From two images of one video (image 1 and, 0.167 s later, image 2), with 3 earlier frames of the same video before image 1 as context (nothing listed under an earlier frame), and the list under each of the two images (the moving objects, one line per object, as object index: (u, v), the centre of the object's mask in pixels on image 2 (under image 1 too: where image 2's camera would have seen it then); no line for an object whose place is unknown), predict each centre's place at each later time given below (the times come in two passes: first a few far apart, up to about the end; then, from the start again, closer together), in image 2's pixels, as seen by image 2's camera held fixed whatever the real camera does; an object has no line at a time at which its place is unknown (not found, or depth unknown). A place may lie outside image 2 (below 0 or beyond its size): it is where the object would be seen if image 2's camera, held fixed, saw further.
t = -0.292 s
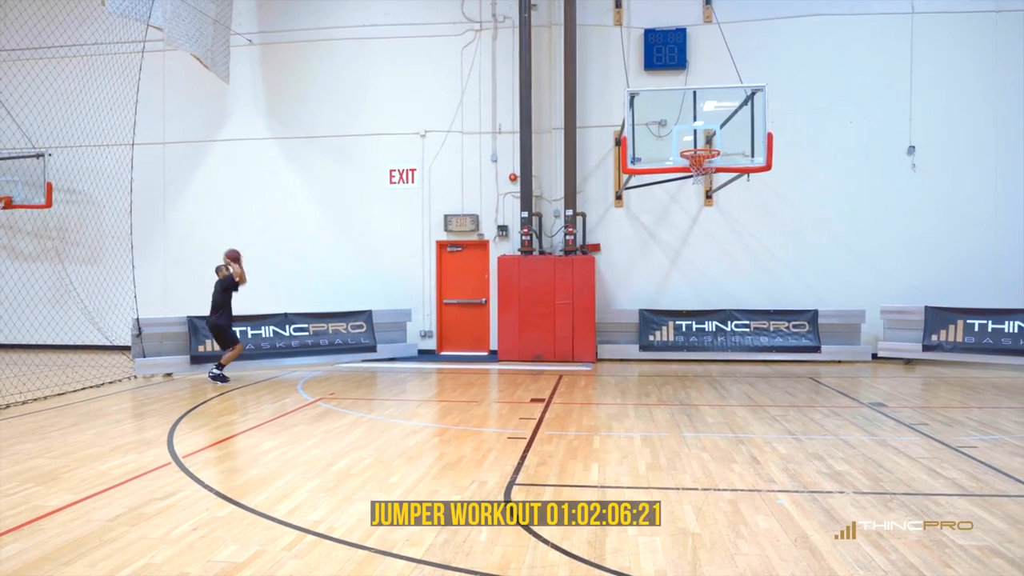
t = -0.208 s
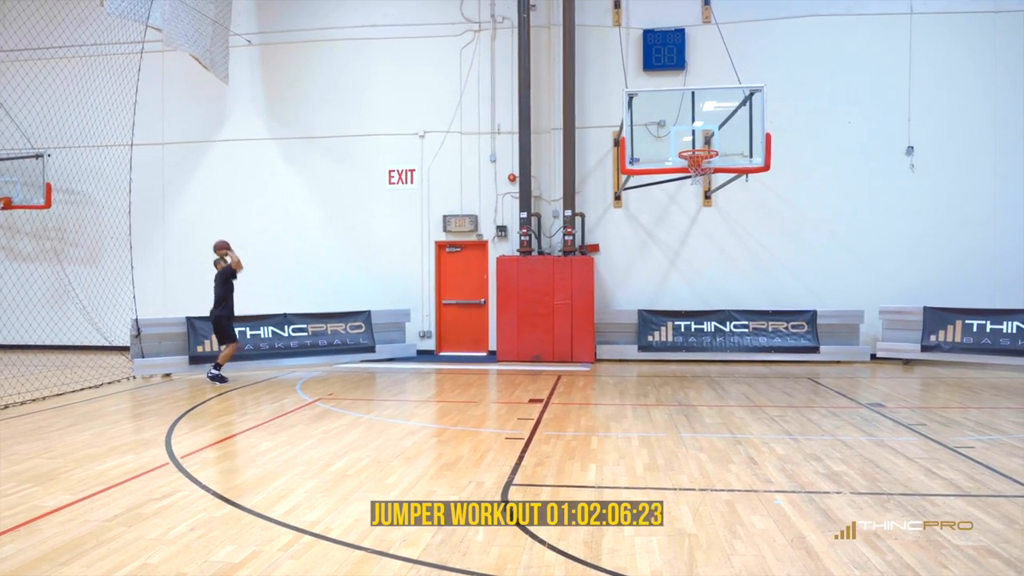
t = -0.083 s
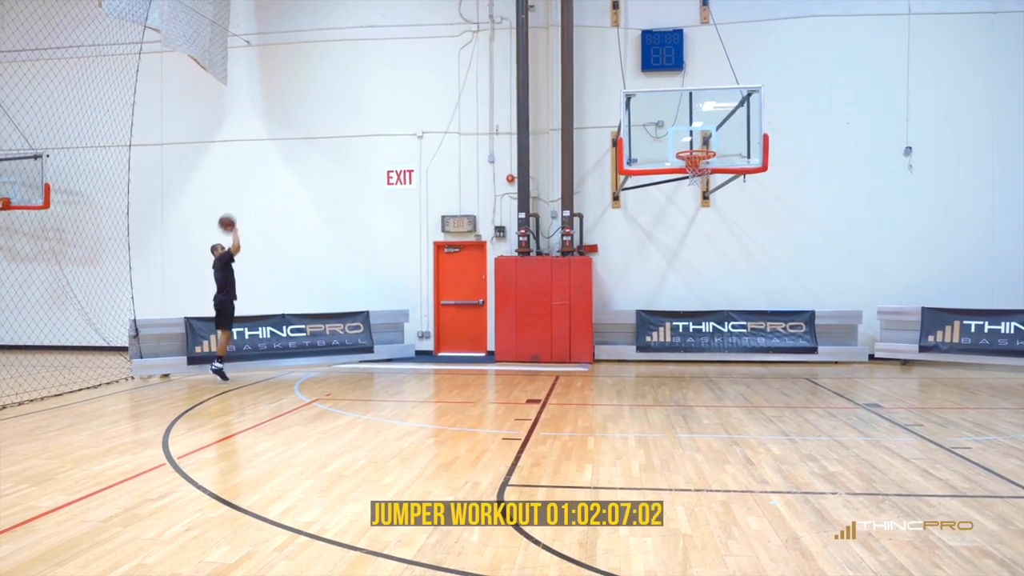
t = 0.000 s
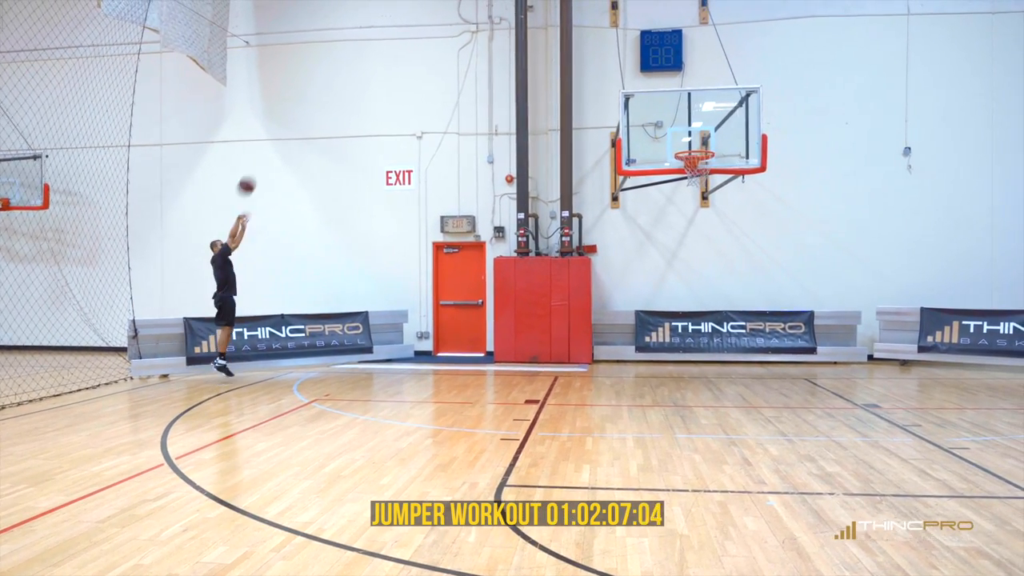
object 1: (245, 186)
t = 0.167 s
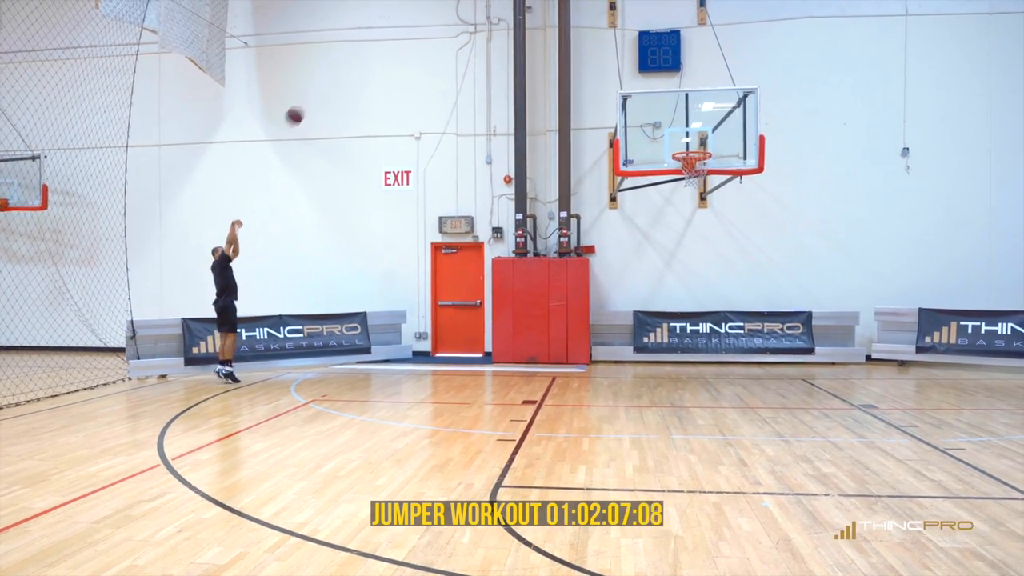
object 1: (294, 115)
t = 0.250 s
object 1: (320, 87)
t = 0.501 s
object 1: (398, 25)
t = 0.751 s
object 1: (479, 6)
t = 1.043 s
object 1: (579, 41)
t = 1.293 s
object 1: (670, 125)
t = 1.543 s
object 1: (701, 184)
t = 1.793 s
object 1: (690, 243)
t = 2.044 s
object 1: (683, 352)
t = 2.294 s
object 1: (654, 321)
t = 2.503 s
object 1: (625, 279)
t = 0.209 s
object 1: (307, 101)
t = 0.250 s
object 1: (320, 87)
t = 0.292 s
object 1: (333, 73)
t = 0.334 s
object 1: (345, 61)
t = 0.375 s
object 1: (358, 51)
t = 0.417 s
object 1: (371, 41)
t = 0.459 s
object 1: (384, 33)
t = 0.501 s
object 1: (398, 25)
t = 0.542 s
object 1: (411, 19)
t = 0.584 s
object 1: (425, 14)
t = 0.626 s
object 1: (438, 10)
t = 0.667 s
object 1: (452, 7)
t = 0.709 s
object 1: (465, 6)
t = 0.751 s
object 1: (479, 6)
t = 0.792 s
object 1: (492, 7)
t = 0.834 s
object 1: (506, 9)
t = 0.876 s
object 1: (522, 13)
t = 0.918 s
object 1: (535, 17)
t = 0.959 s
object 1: (549, 24)
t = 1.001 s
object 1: (564, 32)
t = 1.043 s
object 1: (579, 41)
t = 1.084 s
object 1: (593, 51)
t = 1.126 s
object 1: (608, 63)
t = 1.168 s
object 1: (623, 76)
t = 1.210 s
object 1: (639, 92)
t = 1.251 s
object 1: (655, 108)
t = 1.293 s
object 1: (670, 125)
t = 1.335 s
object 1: (686, 144)
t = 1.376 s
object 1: (700, 165)
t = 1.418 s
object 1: (706, 172)
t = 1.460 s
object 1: (705, 175)
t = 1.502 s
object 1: (704, 179)
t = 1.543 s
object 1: (701, 184)
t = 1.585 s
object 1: (699, 191)
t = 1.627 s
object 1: (698, 198)
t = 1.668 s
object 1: (694, 208)
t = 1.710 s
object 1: (693, 218)
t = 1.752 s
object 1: (691, 230)
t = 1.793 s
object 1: (690, 243)
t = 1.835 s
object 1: (688, 258)
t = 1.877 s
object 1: (686, 275)
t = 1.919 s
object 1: (685, 292)
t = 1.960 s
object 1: (685, 311)
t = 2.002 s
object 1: (684, 332)
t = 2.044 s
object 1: (683, 352)
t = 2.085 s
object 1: (683, 376)
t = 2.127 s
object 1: (680, 377)
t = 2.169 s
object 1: (676, 362)
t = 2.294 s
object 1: (654, 321)
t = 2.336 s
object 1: (649, 310)
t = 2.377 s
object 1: (642, 300)
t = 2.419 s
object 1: (637, 292)
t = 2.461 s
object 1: (631, 285)
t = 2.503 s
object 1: (625, 279)
